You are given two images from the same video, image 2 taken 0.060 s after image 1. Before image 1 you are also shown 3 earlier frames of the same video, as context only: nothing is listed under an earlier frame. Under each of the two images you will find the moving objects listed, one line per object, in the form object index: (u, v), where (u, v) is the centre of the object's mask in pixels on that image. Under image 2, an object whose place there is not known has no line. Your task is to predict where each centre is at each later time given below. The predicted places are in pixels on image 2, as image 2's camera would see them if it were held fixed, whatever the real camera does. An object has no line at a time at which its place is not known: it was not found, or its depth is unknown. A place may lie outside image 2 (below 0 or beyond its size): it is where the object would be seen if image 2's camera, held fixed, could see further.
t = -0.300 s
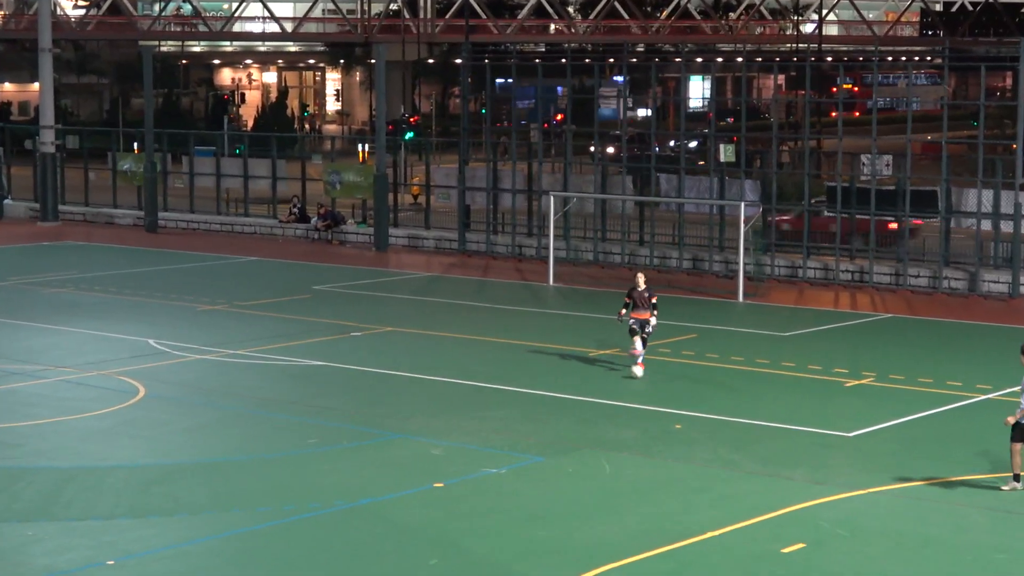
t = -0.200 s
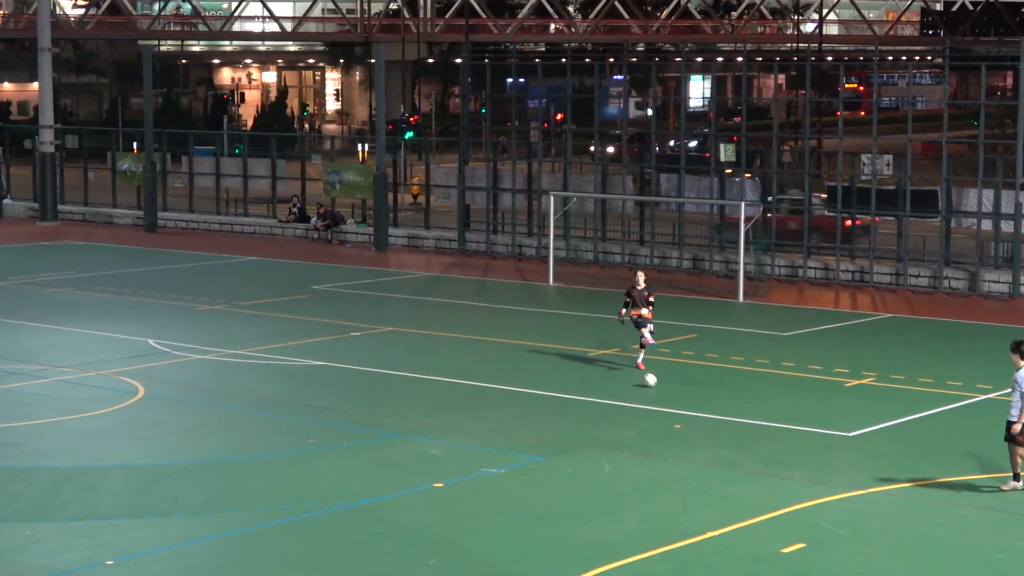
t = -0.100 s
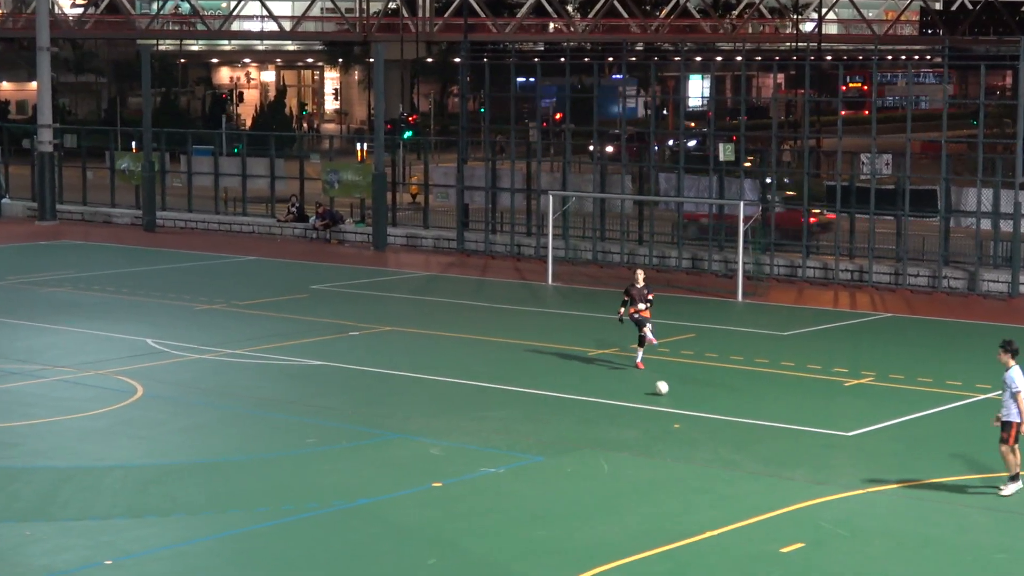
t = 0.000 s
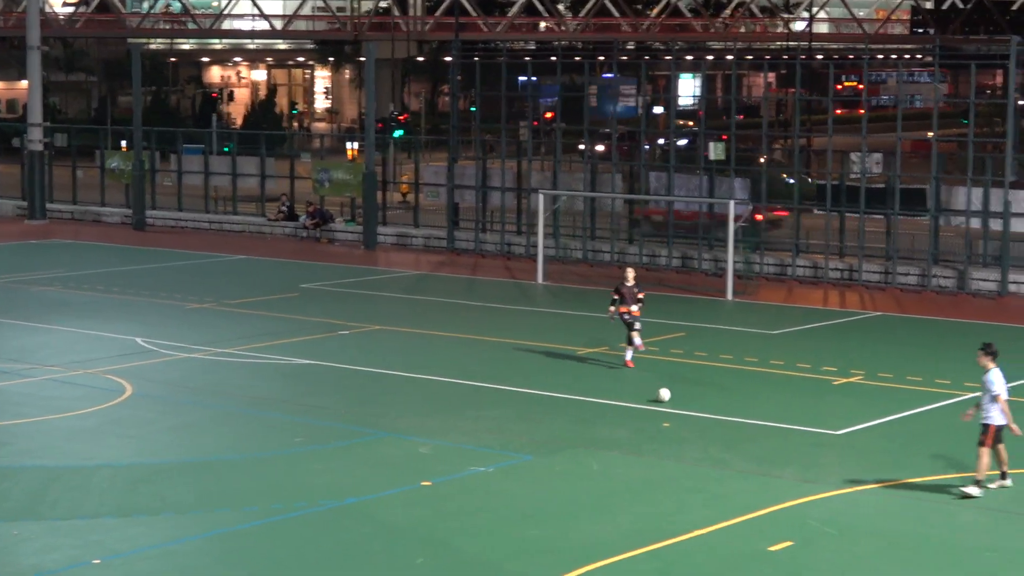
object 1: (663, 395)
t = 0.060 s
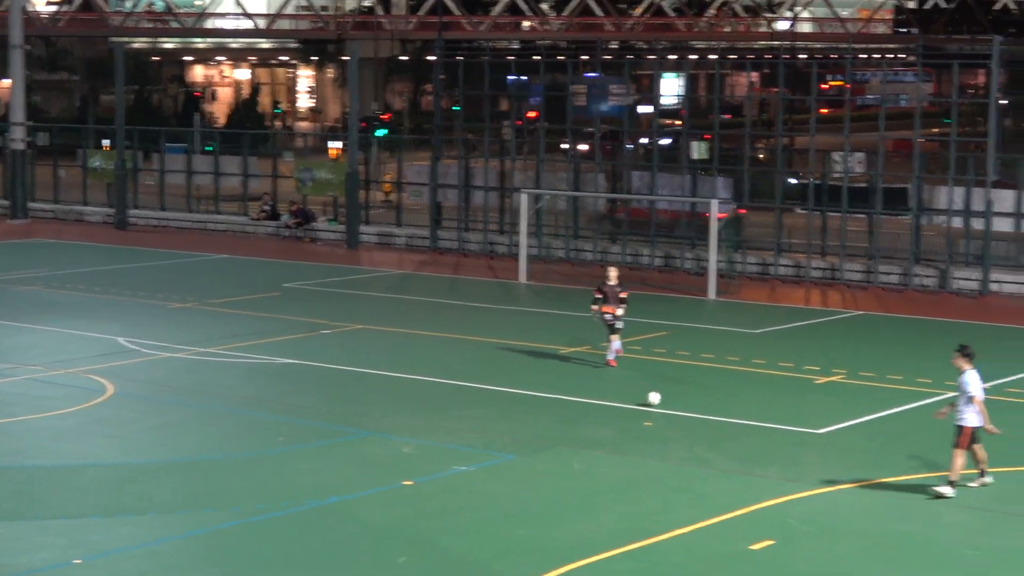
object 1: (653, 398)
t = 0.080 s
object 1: (657, 400)
